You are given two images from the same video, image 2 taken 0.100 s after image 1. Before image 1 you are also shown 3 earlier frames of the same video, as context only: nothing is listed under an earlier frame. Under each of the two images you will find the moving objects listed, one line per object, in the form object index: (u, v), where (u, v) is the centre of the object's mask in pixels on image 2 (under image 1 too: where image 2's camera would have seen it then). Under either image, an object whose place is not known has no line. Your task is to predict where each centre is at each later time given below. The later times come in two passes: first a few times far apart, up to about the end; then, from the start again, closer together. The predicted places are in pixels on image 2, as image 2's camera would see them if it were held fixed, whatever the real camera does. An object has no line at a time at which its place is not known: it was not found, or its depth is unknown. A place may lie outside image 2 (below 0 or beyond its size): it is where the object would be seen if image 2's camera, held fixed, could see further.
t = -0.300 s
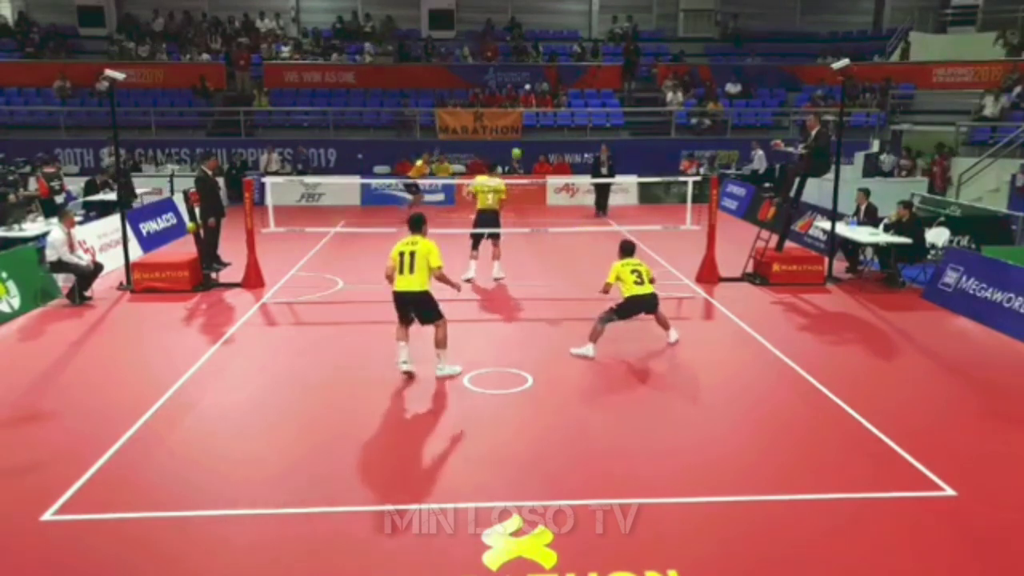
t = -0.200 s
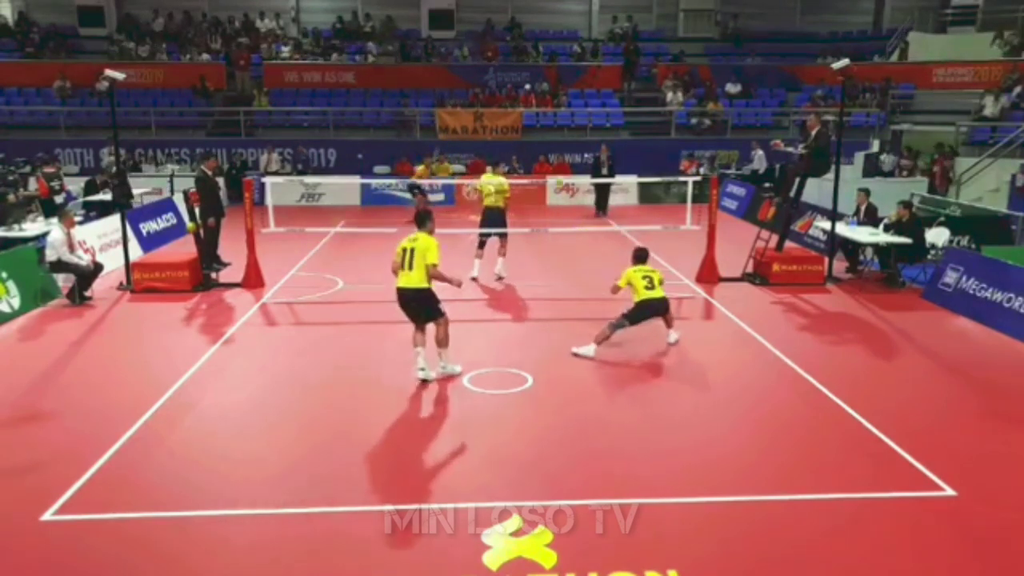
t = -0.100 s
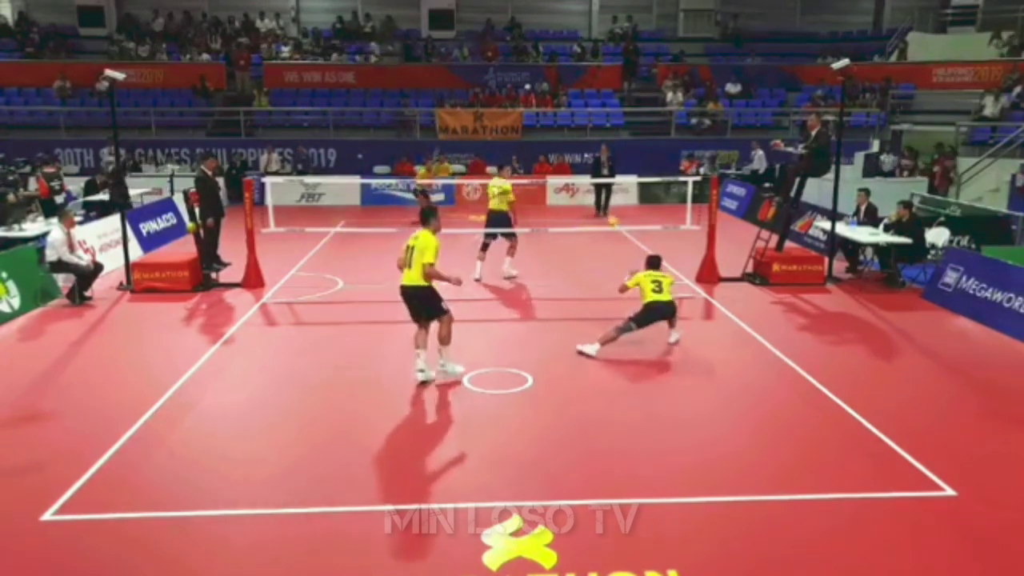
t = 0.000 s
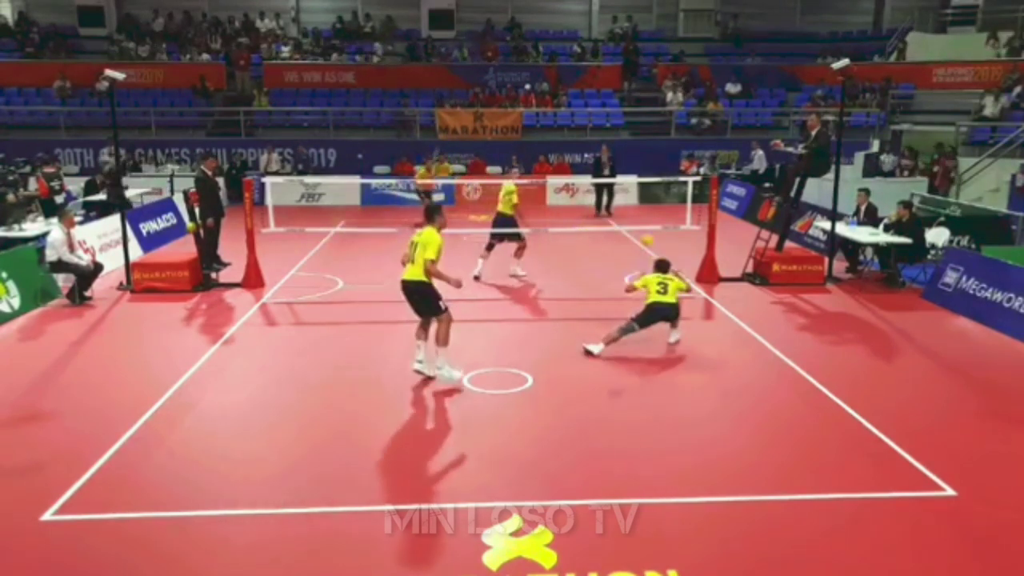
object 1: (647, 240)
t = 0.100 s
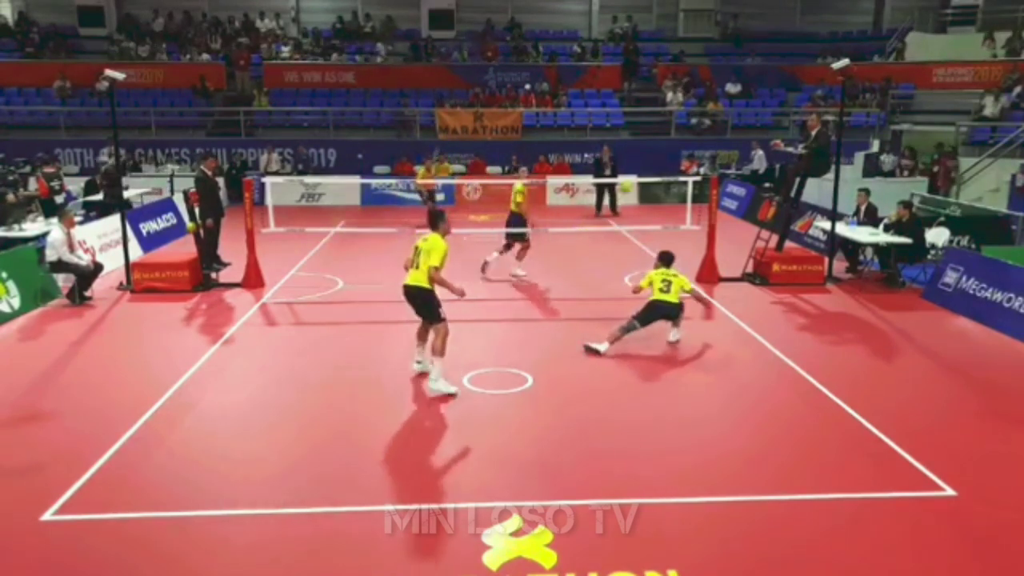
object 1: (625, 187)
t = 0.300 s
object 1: (579, 100)
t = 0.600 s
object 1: (500, 29)
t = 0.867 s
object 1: (420, 44)
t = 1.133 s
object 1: (338, 145)
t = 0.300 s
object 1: (579, 100)
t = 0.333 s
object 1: (571, 88)
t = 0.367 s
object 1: (562, 77)
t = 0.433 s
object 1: (545, 58)
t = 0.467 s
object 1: (536, 51)
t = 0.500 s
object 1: (527, 43)
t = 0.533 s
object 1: (519, 37)
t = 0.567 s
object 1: (509, 32)
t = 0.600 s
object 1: (500, 29)
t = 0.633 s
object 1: (490, 26)
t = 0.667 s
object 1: (481, 25)
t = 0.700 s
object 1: (471, 25)
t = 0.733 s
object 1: (461, 26)
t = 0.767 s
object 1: (451, 28)
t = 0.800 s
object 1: (440, 32)
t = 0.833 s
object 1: (430, 37)
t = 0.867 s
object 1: (420, 44)
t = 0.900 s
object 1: (410, 51)
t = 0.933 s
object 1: (400, 60)
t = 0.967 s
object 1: (389, 71)
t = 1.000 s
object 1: (379, 83)
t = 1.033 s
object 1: (369, 96)
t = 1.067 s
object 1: (358, 111)
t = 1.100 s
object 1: (348, 127)
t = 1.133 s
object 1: (338, 145)
